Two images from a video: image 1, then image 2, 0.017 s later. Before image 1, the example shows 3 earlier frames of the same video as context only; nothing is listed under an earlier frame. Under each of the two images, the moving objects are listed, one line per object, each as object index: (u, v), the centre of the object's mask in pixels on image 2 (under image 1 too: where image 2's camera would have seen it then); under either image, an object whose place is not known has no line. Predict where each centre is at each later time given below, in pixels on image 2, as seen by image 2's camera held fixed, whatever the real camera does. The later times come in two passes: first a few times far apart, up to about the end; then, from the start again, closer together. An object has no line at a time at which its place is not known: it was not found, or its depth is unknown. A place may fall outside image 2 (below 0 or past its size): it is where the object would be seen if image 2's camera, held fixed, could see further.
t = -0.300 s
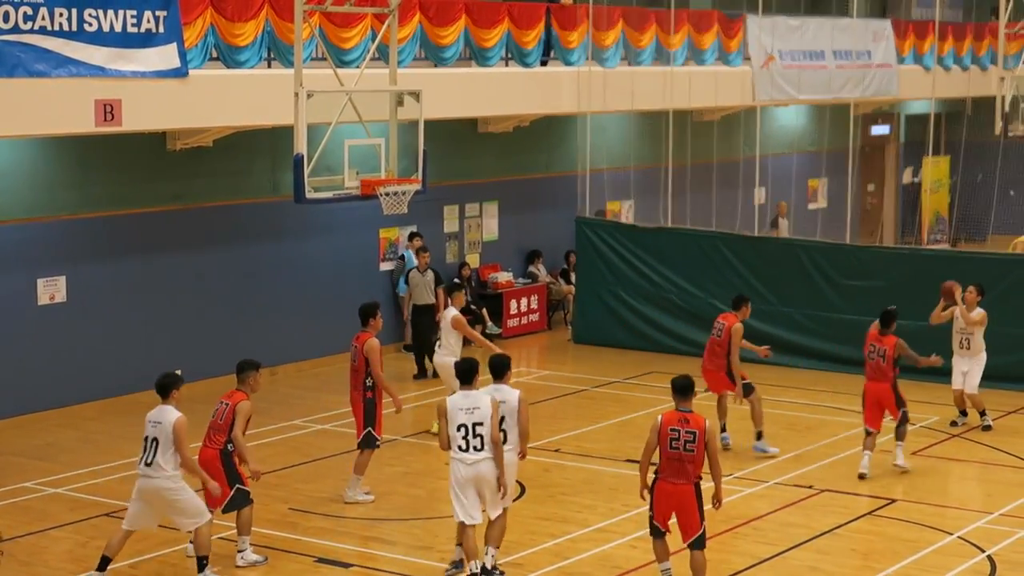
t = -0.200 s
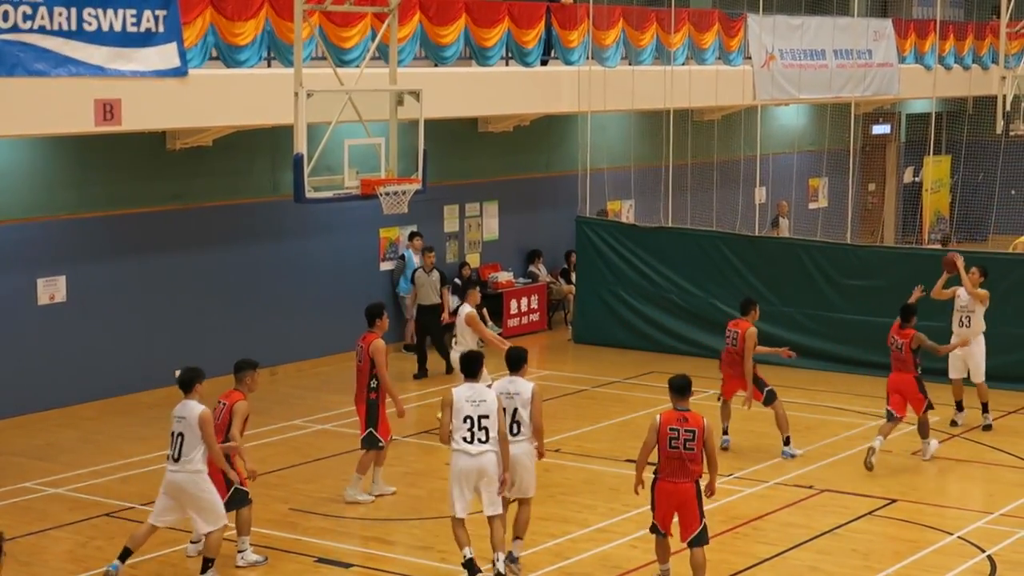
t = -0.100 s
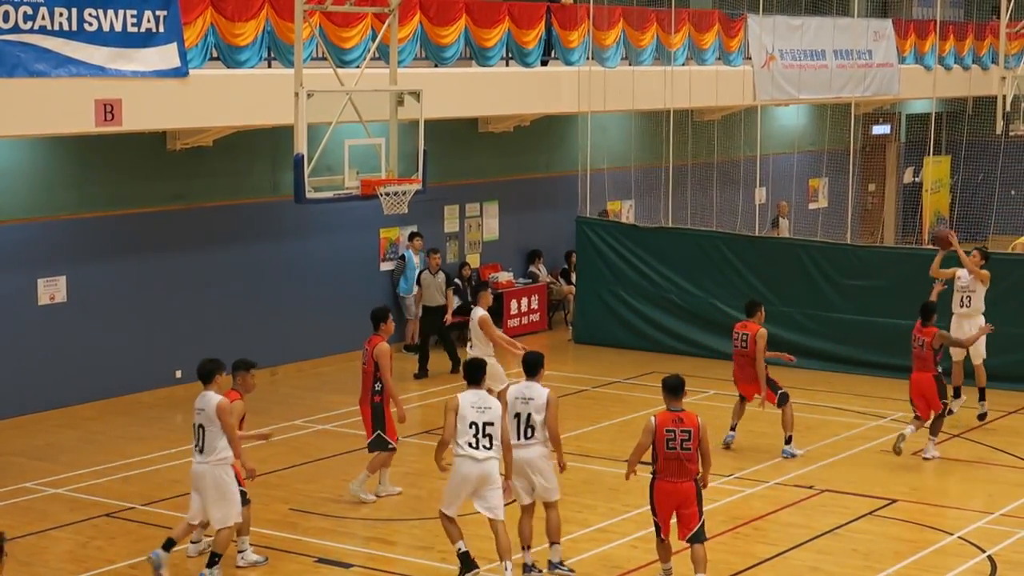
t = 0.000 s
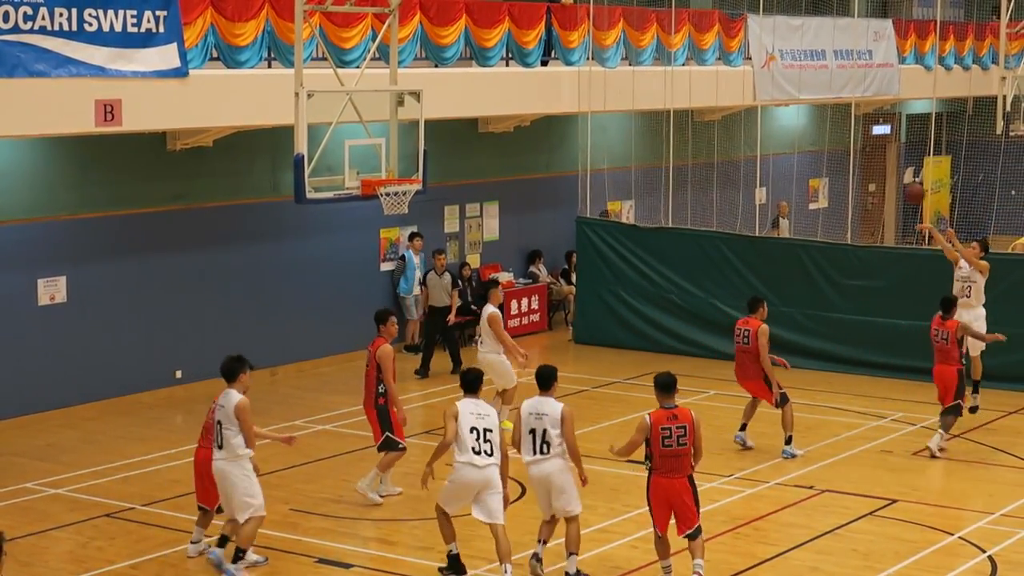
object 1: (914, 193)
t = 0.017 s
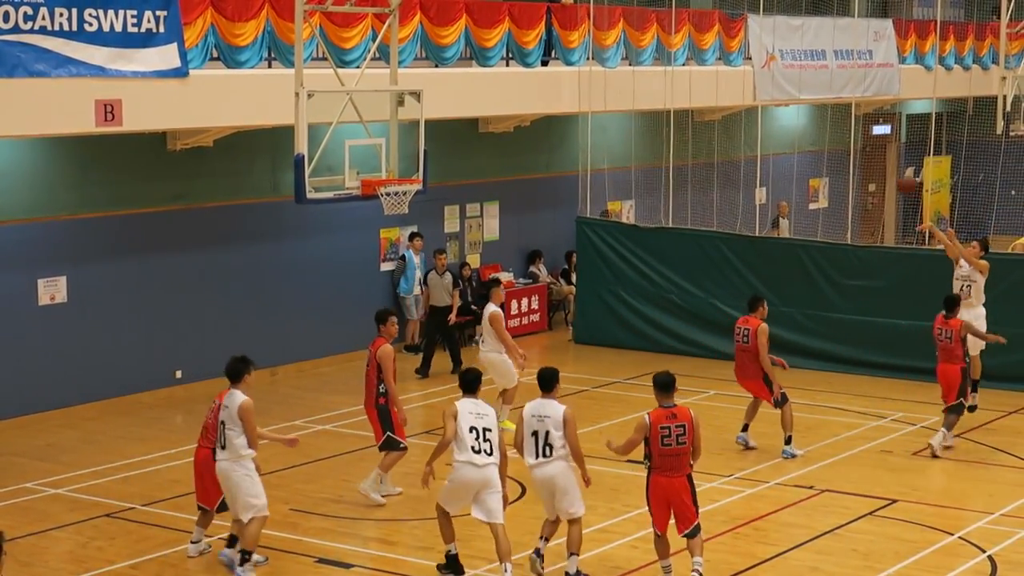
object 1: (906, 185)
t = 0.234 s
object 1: (815, 98)
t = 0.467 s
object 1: (710, 45)
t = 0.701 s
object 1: (599, 39)
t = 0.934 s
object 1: (481, 86)
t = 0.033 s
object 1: (900, 177)
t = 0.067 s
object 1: (886, 162)
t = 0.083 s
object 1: (880, 154)
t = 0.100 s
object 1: (873, 147)
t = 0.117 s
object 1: (865, 140)
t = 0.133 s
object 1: (859, 135)
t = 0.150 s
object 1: (851, 127)
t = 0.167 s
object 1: (844, 121)
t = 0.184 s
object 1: (836, 115)
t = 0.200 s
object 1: (829, 110)
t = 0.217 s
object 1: (822, 104)
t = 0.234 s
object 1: (815, 98)
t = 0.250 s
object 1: (808, 93)
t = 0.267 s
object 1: (801, 88)
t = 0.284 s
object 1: (793, 83)
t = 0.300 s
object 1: (786, 78)
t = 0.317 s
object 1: (779, 74)
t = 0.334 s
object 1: (771, 69)
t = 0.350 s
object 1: (764, 65)
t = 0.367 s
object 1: (756, 62)
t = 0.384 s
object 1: (749, 59)
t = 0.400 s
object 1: (742, 56)
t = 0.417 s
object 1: (733, 53)
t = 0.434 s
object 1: (726, 51)
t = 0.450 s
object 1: (718, 48)
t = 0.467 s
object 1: (710, 45)
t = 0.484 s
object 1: (702, 42)
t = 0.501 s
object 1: (695, 41)
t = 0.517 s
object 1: (687, 40)
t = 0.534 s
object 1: (679, 38)
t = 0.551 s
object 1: (672, 37)
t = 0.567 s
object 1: (663, 37)
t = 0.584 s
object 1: (655, 36)
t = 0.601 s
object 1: (647, 36)
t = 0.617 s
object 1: (639, 36)
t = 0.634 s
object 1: (632, 35)
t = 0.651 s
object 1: (624, 36)
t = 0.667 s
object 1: (616, 37)
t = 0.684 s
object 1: (607, 38)
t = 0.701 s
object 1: (599, 39)
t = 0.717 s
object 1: (591, 41)
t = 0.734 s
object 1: (583, 43)
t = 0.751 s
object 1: (574, 45)
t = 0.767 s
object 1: (566, 48)
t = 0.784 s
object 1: (558, 50)
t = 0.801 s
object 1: (550, 53)
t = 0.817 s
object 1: (541, 56)
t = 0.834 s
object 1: (533, 60)
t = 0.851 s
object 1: (524, 64)
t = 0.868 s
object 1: (516, 67)
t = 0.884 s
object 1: (507, 71)
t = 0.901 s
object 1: (499, 76)
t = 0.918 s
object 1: (490, 80)
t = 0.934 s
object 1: (481, 86)
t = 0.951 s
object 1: (473, 91)
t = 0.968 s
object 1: (465, 97)
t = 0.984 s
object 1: (456, 103)
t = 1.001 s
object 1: (447, 109)
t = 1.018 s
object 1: (438, 115)
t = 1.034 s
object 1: (429, 121)
